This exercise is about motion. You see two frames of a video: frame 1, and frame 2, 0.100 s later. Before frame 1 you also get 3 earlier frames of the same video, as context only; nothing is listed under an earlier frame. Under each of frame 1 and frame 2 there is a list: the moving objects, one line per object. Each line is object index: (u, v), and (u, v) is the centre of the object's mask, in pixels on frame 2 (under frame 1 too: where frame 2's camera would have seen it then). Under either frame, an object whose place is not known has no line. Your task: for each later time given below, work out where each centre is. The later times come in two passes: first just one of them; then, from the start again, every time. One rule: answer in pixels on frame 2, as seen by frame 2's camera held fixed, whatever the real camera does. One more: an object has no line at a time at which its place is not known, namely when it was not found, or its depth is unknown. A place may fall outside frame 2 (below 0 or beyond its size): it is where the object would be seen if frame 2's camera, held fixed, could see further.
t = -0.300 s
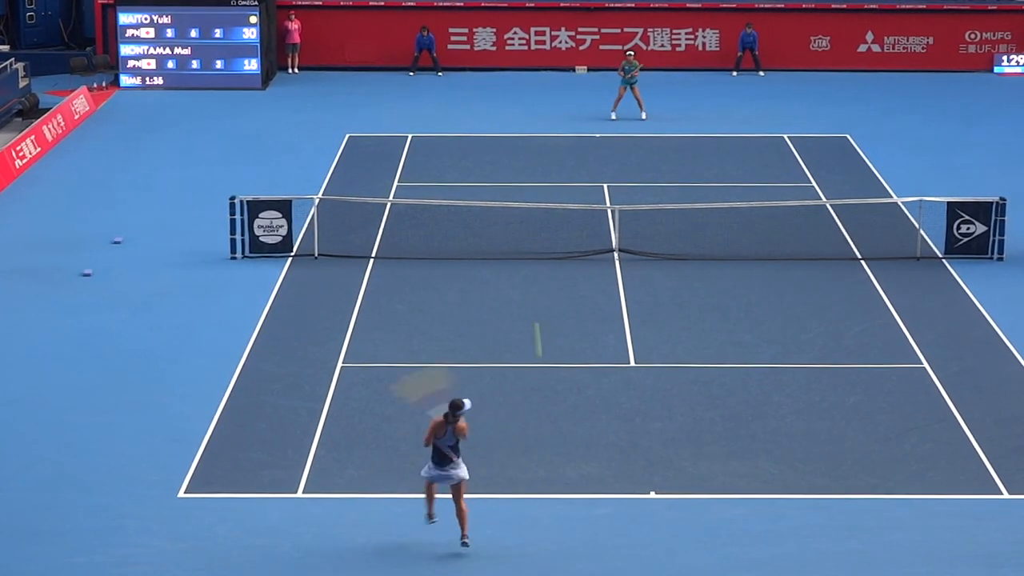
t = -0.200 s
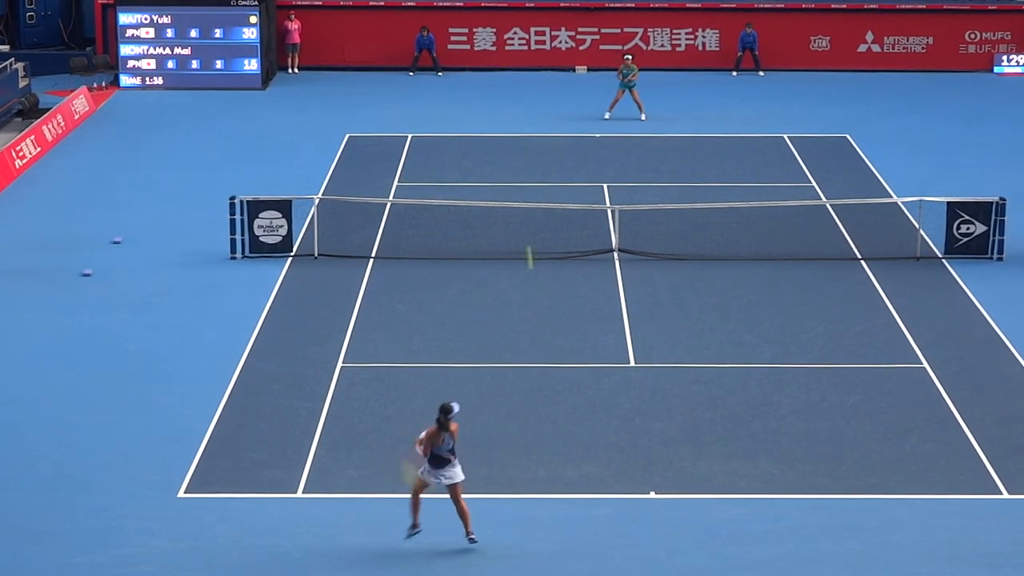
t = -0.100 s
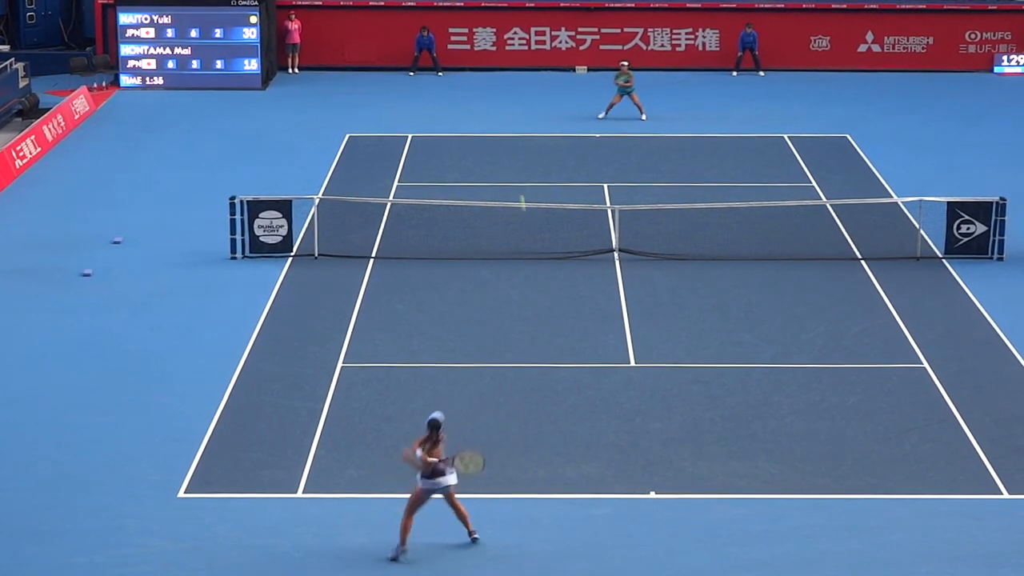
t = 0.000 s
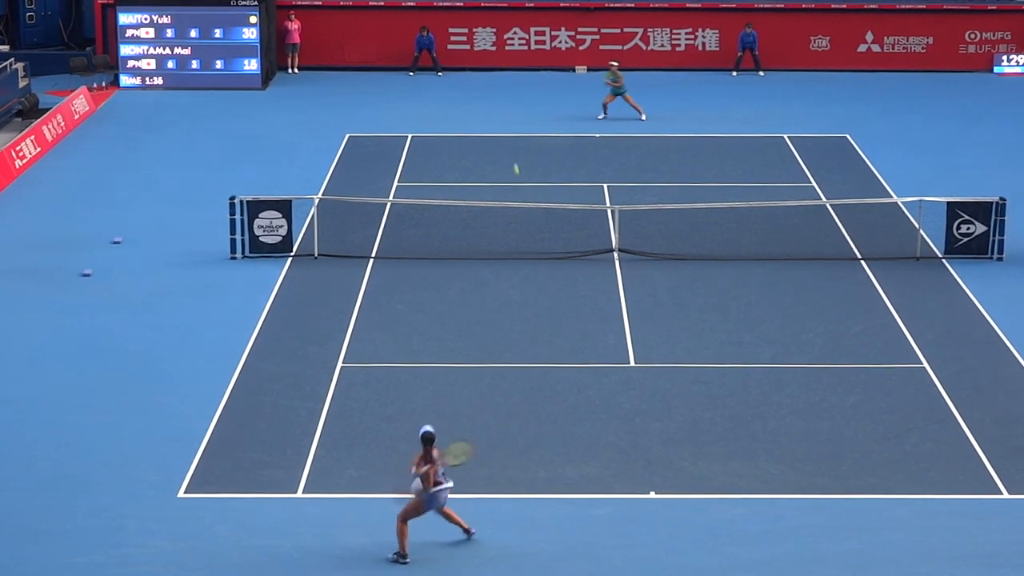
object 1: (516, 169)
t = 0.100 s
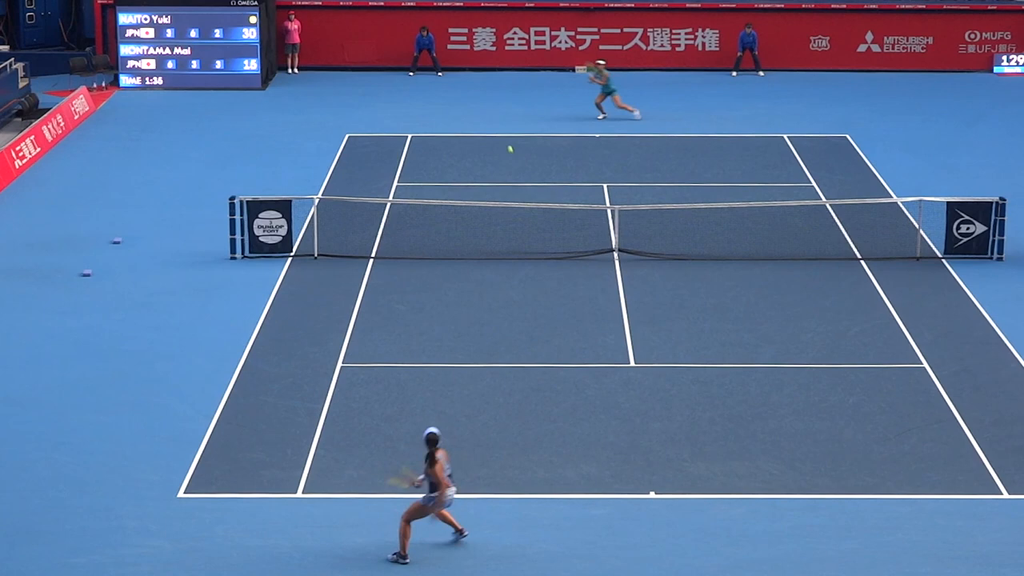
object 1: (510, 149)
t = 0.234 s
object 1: (503, 138)
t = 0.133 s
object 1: (508, 145)
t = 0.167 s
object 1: (506, 142)
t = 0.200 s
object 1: (505, 140)
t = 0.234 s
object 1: (503, 138)
